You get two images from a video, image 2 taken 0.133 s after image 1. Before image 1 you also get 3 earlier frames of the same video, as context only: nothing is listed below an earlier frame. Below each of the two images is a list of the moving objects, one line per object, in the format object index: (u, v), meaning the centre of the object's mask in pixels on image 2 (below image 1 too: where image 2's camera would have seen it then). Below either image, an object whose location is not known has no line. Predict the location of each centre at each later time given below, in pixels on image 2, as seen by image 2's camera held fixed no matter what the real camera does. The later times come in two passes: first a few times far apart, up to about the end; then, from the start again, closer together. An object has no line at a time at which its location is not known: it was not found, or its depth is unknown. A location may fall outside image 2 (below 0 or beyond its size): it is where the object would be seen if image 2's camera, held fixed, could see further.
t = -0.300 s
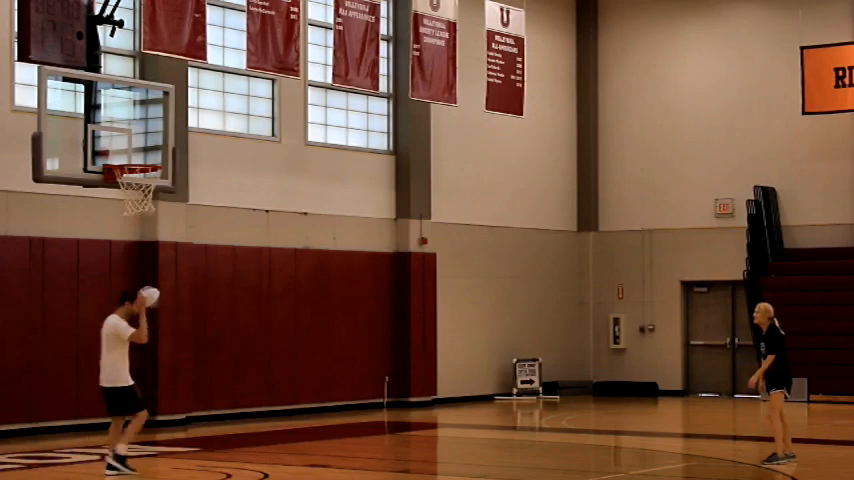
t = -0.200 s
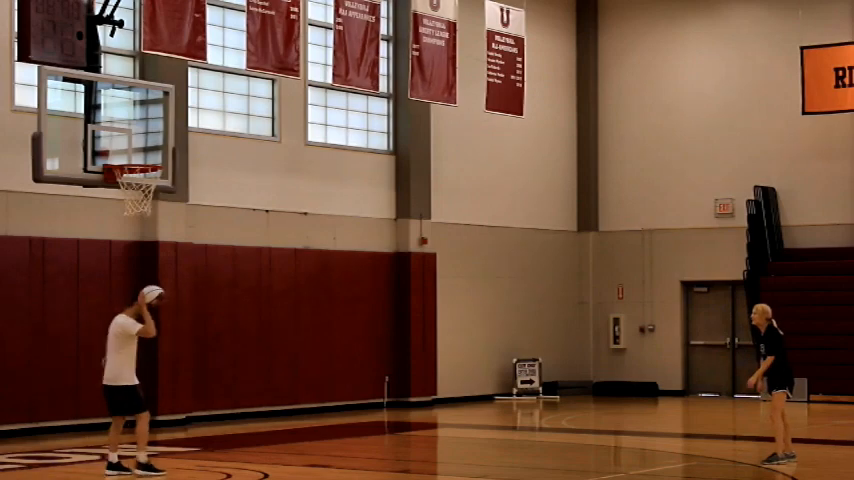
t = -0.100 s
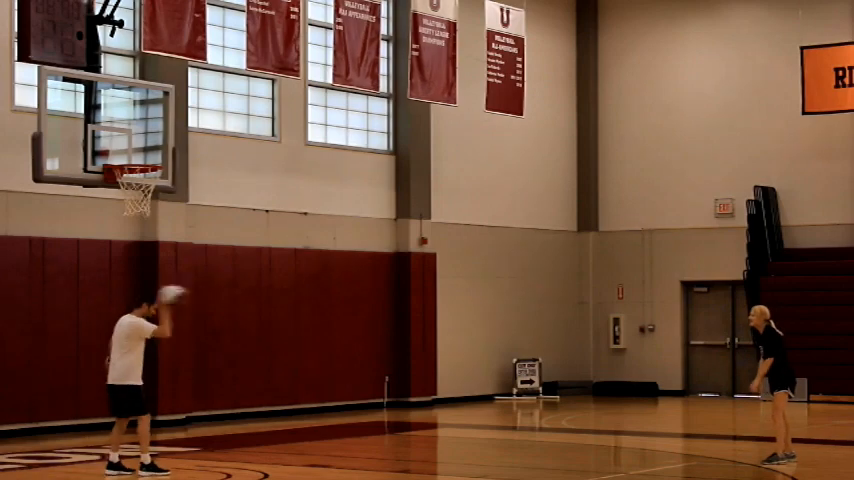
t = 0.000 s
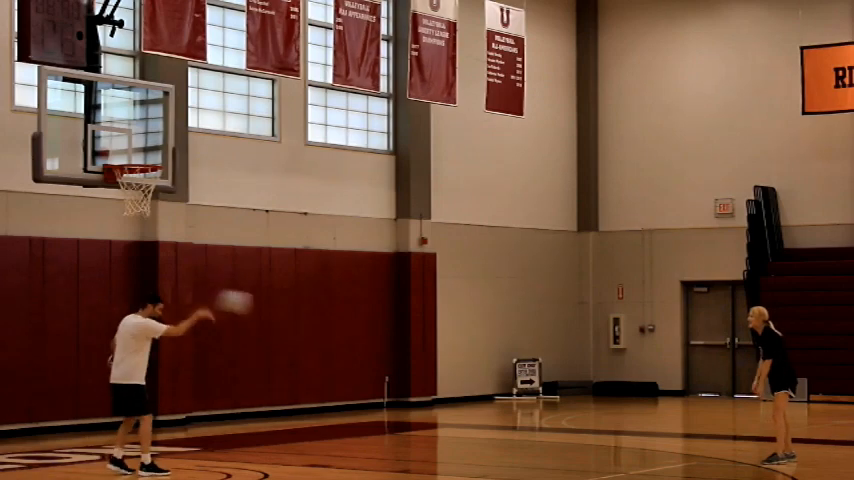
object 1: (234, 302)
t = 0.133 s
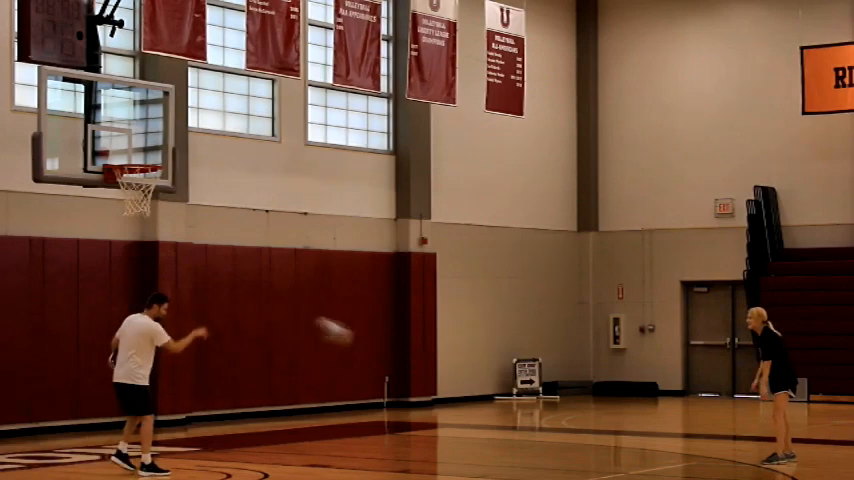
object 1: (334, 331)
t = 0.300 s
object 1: (451, 391)
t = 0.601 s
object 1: (587, 400)
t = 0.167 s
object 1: (357, 341)
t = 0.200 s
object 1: (379, 351)
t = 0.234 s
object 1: (403, 364)
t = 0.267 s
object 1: (425, 376)
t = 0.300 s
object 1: (451, 391)
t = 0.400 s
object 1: (517, 440)
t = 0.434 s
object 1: (537, 455)
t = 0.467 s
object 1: (546, 447)
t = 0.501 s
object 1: (558, 433)
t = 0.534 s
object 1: (567, 420)
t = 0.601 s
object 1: (587, 400)
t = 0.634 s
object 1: (598, 390)
